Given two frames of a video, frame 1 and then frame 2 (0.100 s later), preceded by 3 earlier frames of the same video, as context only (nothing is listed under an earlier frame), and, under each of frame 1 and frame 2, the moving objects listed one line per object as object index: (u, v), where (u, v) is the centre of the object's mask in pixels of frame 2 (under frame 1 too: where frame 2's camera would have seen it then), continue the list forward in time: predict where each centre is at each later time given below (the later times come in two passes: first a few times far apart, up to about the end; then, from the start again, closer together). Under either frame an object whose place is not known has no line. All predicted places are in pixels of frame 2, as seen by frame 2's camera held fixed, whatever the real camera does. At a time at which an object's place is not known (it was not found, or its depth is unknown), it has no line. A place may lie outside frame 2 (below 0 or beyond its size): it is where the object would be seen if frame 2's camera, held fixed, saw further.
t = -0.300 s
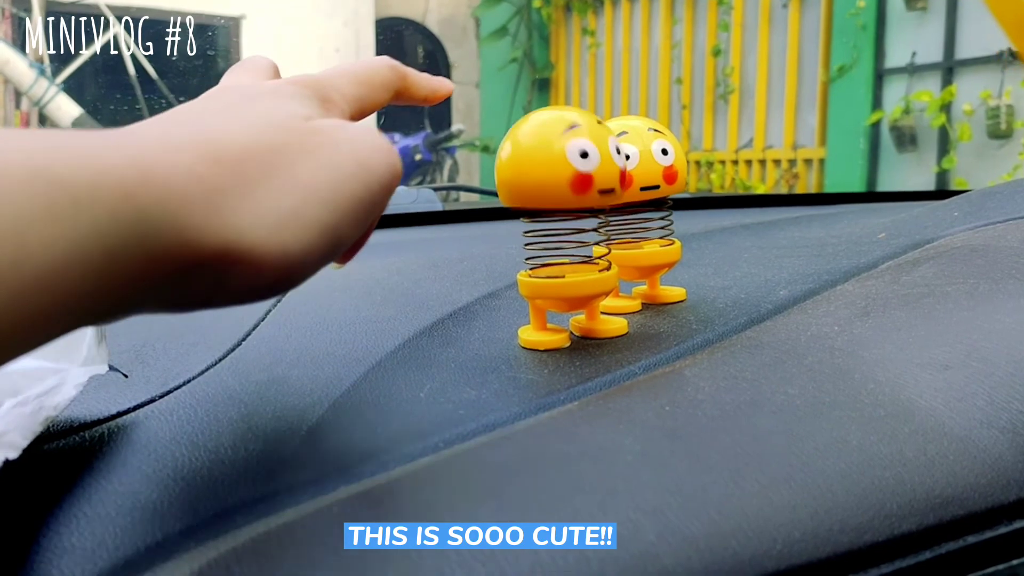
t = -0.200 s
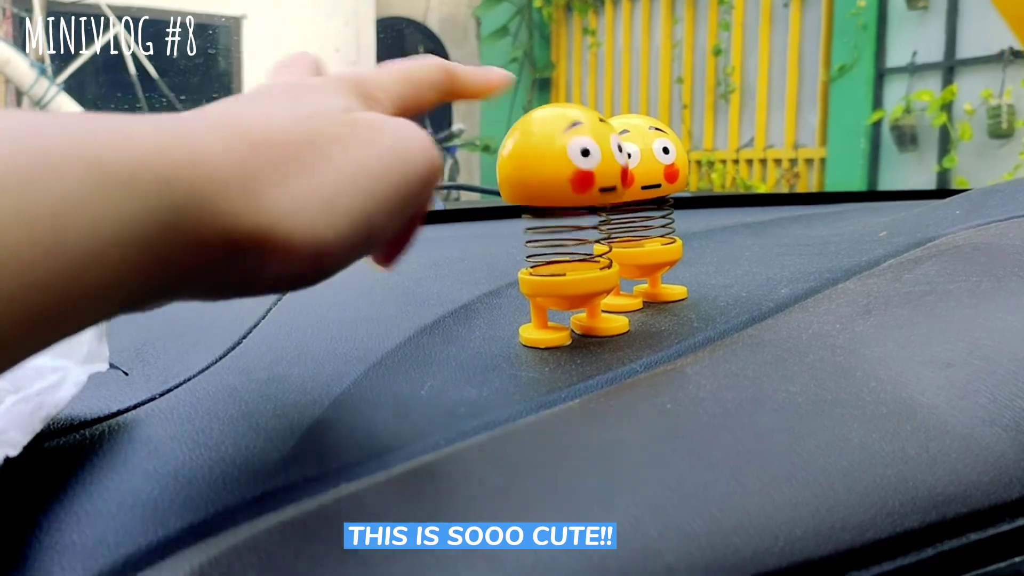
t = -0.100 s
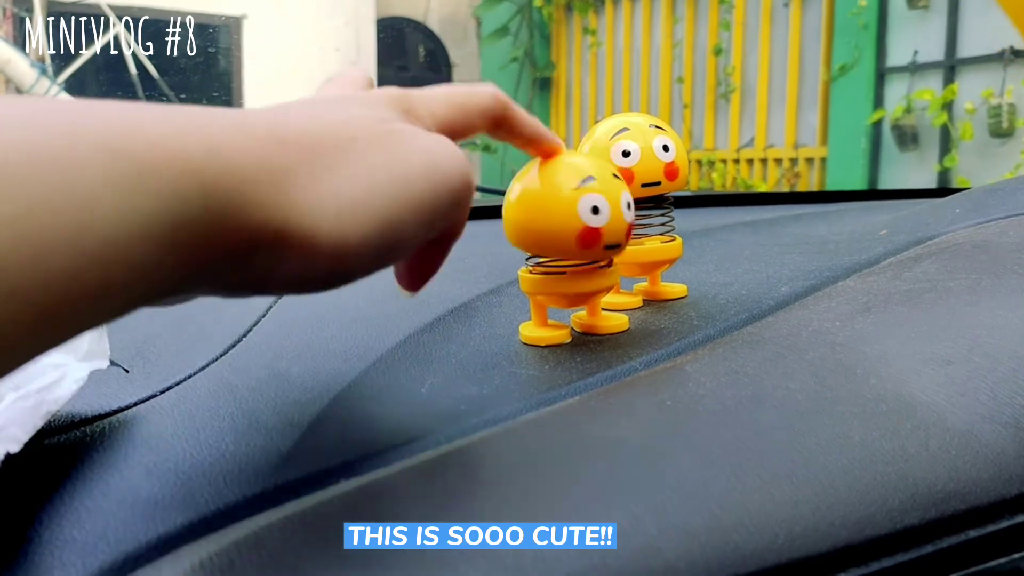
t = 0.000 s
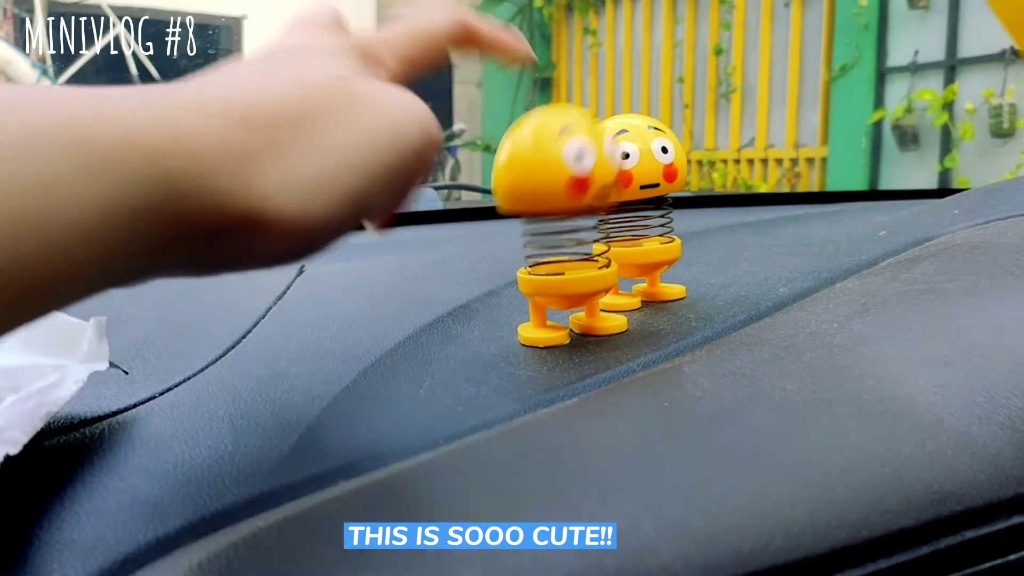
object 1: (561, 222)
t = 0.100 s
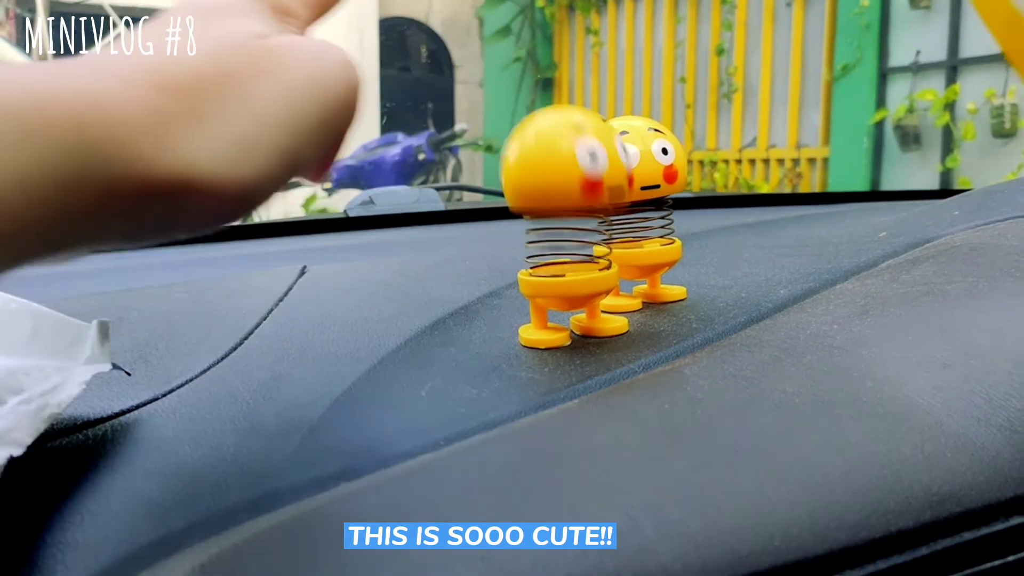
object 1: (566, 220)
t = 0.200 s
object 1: (562, 220)
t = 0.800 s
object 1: (564, 223)
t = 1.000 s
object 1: (565, 226)
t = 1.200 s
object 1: (564, 229)
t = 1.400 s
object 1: (565, 232)
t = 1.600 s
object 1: (564, 233)
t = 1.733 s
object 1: (565, 225)
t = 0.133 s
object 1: (566, 232)
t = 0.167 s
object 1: (565, 223)
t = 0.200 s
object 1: (562, 220)
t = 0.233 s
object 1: (562, 232)
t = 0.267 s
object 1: (564, 227)
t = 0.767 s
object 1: (565, 233)
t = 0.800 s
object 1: (564, 223)
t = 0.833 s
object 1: (564, 220)
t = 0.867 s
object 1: (564, 232)
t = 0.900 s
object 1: (564, 224)
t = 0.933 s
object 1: (564, 220)
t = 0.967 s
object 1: (564, 231)
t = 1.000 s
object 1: (565, 226)
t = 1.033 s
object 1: (564, 220)
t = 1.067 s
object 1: (564, 230)
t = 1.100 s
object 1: (563, 228)
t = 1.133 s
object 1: (563, 220)
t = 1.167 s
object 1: (565, 228)
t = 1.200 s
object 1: (564, 229)
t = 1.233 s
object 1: (564, 220)
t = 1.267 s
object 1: (562, 226)
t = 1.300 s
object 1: (563, 231)
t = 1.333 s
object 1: (564, 221)
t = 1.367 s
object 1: (565, 224)
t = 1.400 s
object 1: (565, 232)
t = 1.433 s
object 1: (563, 222)
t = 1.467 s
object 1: (562, 223)
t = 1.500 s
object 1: (564, 233)
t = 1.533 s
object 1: (564, 222)
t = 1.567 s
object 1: (565, 222)
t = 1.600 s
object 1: (564, 233)
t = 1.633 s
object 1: (561, 224)
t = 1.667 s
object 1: (562, 222)
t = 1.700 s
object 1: (564, 231)
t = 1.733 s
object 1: (565, 225)
